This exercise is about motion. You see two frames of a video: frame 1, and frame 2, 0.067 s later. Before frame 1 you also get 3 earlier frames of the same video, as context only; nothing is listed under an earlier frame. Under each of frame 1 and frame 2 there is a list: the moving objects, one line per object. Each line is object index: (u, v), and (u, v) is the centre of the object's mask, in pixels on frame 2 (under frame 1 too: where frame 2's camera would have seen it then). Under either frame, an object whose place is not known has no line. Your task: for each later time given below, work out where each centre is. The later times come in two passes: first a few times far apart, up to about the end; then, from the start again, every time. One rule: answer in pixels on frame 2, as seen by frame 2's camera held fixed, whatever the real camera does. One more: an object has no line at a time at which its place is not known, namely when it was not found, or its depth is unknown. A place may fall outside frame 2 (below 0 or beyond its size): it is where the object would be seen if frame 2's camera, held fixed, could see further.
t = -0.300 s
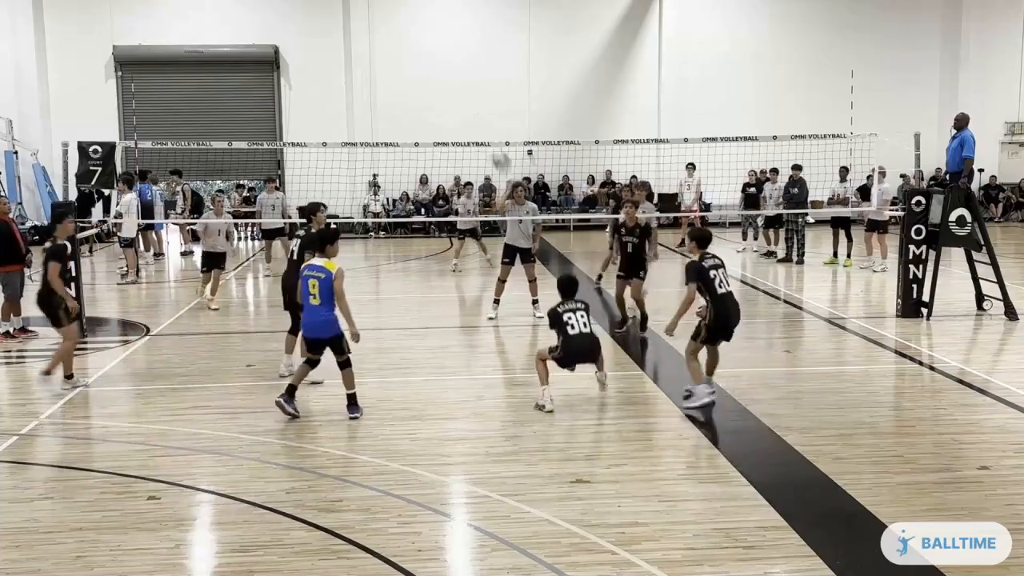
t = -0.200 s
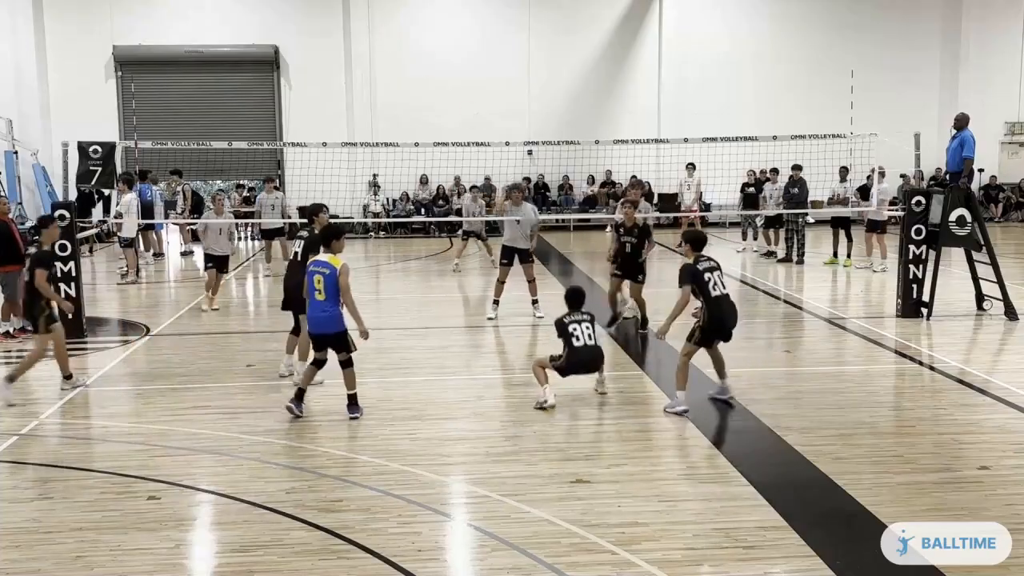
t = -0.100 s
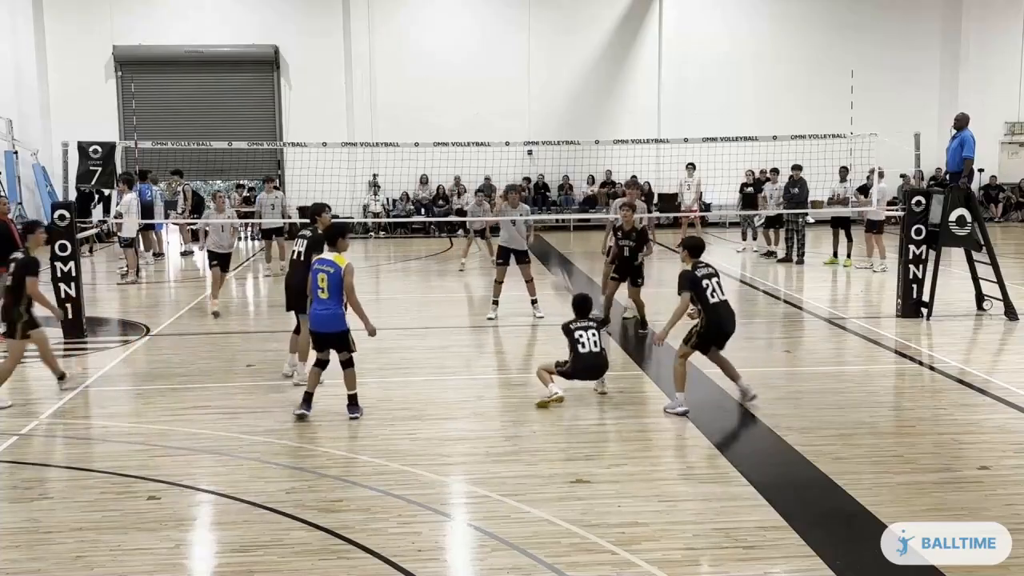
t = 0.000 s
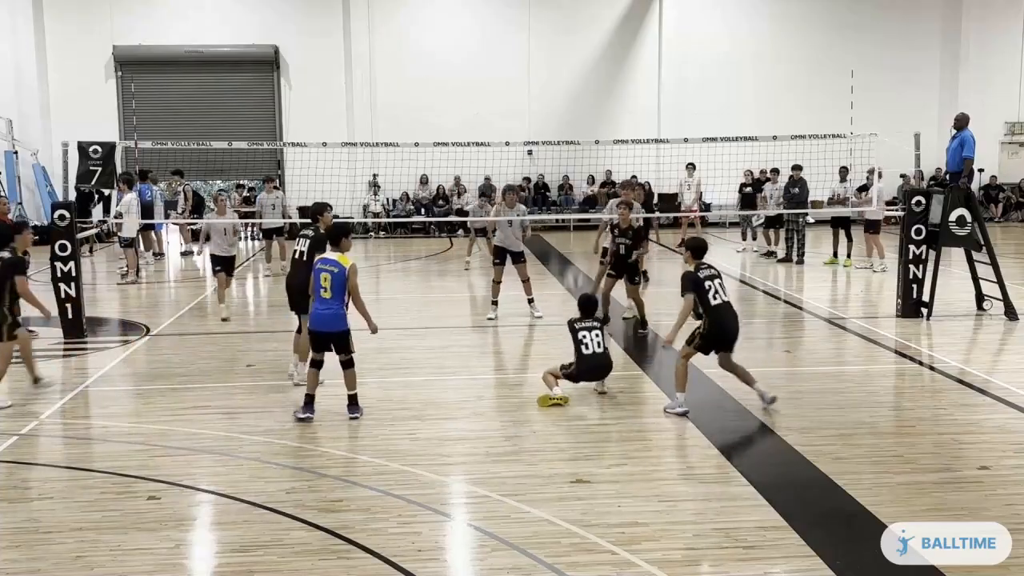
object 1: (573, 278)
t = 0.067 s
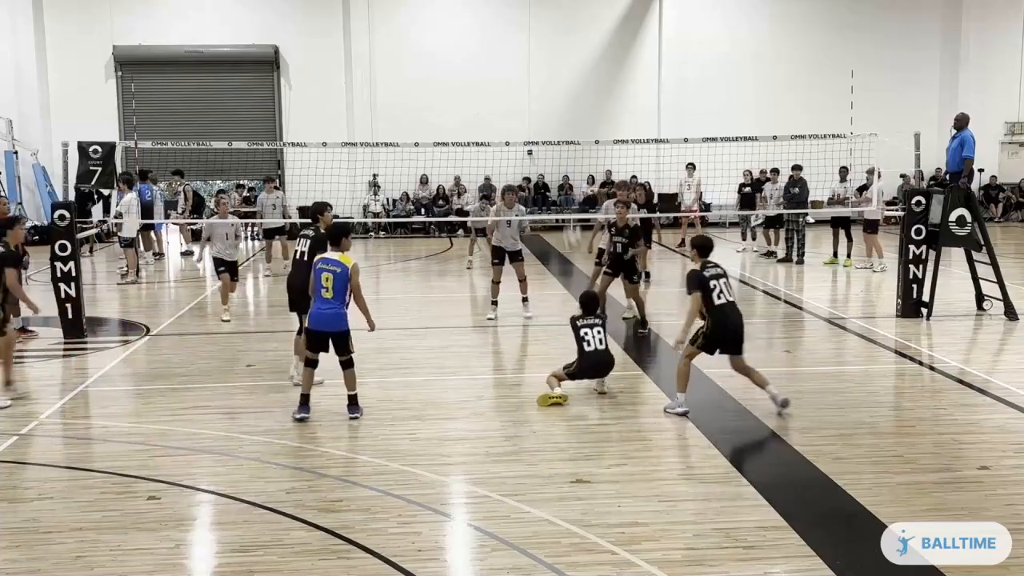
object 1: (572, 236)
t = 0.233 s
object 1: (571, 148)
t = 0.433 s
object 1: (567, 80)
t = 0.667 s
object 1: (562, 49)
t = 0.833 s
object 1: (559, 59)
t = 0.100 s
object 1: (572, 218)
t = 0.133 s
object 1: (569, 198)
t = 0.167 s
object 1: (570, 181)
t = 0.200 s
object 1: (569, 165)
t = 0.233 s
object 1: (571, 148)
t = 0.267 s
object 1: (570, 134)
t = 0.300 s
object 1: (569, 120)
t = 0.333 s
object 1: (568, 109)
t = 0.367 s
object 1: (568, 98)
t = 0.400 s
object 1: (567, 88)
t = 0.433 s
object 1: (567, 80)
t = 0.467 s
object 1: (566, 72)
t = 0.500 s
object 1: (566, 65)
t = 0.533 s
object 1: (565, 60)
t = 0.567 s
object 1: (564, 55)
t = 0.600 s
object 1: (564, 53)
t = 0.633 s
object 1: (563, 50)
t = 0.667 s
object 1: (562, 49)
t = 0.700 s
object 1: (562, 49)
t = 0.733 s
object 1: (561, 50)
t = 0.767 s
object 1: (561, 52)
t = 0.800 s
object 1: (560, 55)
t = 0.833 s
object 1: (559, 59)
